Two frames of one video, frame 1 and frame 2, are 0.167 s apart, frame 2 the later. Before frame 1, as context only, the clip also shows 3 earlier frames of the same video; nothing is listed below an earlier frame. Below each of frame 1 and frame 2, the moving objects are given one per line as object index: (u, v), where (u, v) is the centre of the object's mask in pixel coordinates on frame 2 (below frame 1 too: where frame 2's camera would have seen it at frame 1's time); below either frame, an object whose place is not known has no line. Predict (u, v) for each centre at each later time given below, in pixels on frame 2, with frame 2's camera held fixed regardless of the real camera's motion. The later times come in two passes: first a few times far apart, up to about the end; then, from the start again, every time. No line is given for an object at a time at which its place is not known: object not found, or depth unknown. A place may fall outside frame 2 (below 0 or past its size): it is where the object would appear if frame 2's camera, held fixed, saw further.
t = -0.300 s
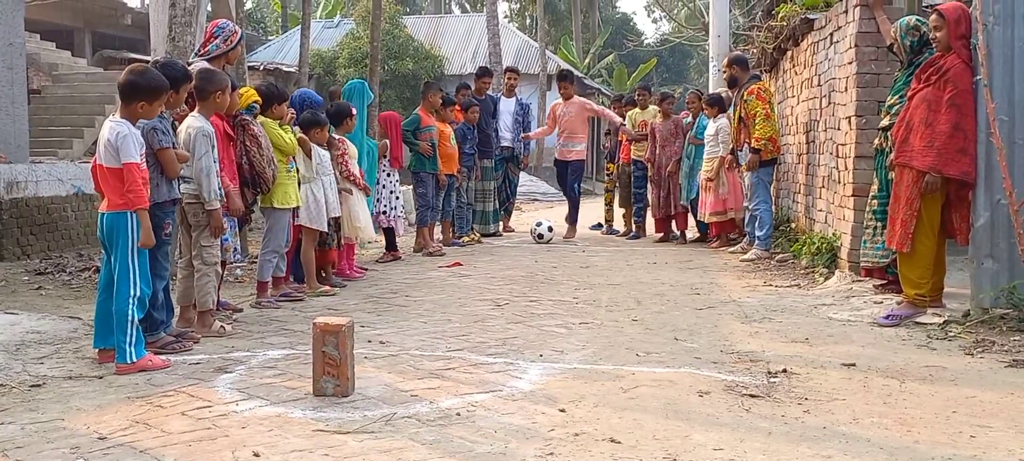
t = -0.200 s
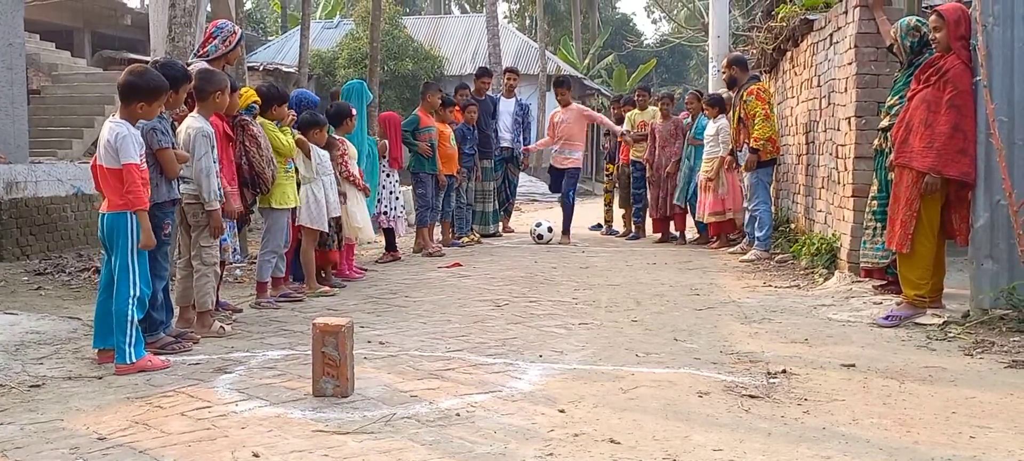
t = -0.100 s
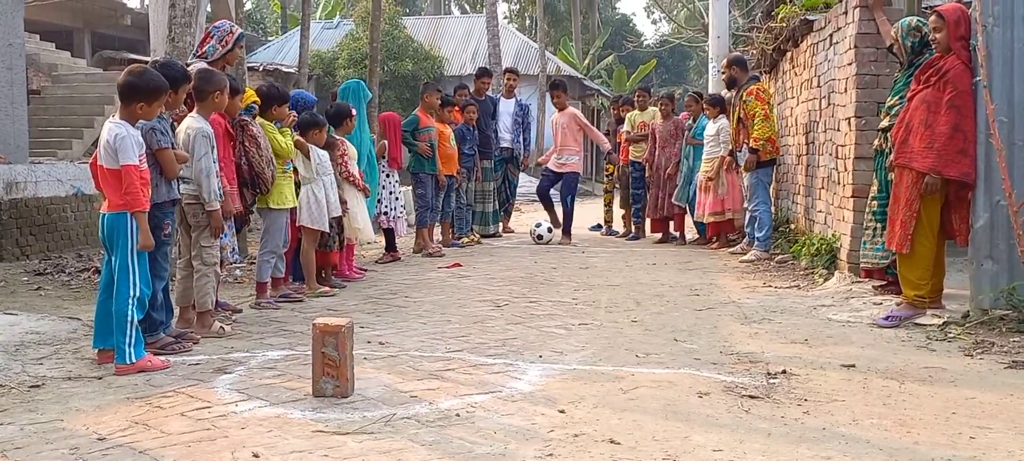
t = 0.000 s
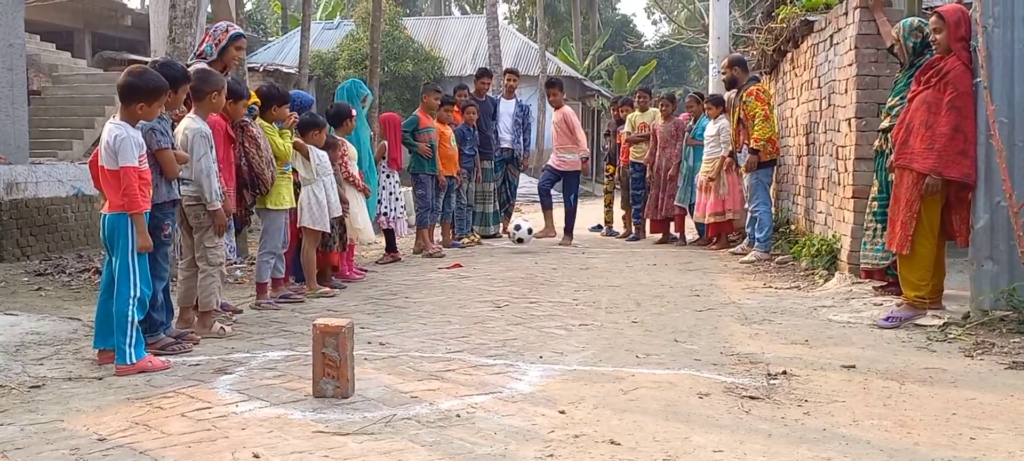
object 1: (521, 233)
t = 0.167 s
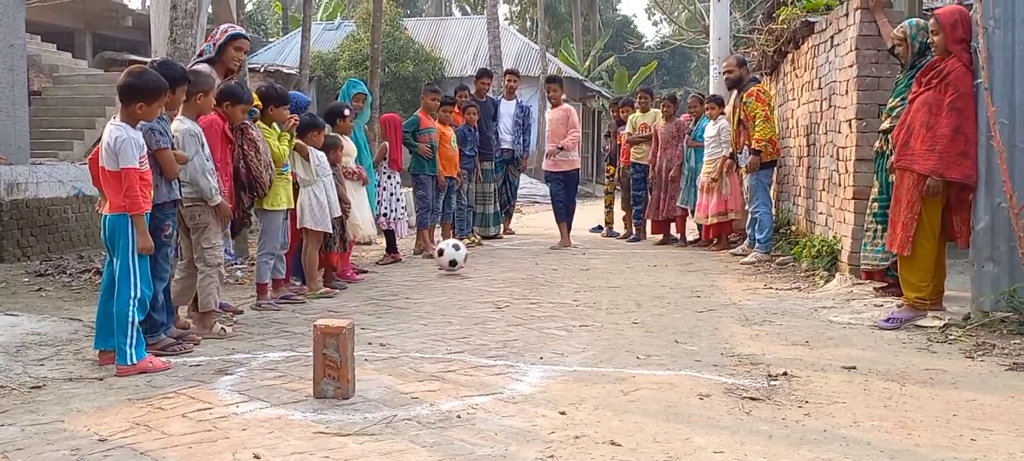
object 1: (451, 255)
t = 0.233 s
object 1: (417, 261)
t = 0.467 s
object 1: (246, 311)
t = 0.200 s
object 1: (434, 263)
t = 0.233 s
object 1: (417, 261)
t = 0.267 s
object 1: (399, 259)
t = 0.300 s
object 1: (379, 261)
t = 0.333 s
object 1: (357, 265)
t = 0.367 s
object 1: (334, 271)
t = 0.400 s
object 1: (308, 280)
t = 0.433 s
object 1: (278, 293)
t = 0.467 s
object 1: (246, 311)
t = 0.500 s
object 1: (209, 326)
